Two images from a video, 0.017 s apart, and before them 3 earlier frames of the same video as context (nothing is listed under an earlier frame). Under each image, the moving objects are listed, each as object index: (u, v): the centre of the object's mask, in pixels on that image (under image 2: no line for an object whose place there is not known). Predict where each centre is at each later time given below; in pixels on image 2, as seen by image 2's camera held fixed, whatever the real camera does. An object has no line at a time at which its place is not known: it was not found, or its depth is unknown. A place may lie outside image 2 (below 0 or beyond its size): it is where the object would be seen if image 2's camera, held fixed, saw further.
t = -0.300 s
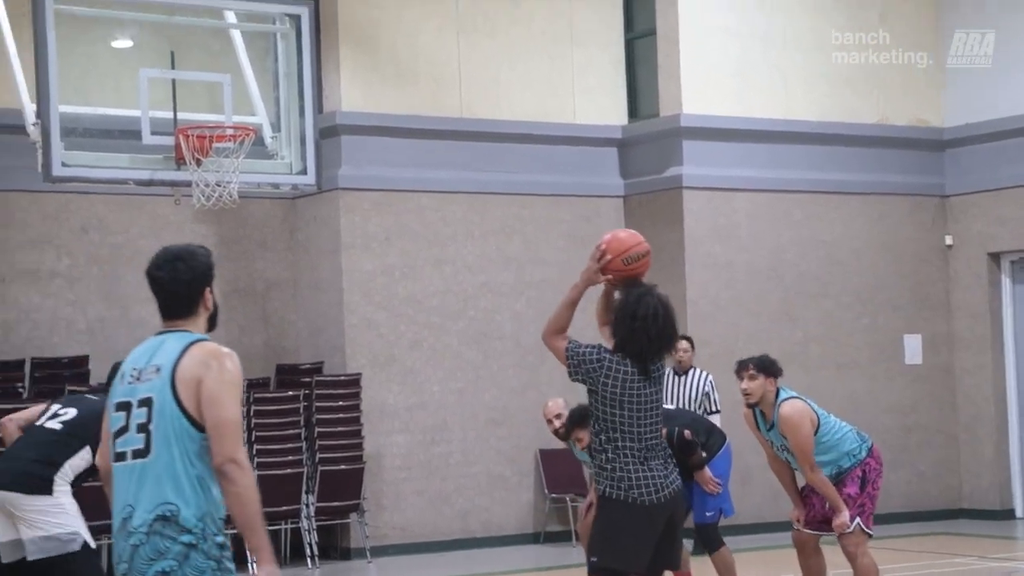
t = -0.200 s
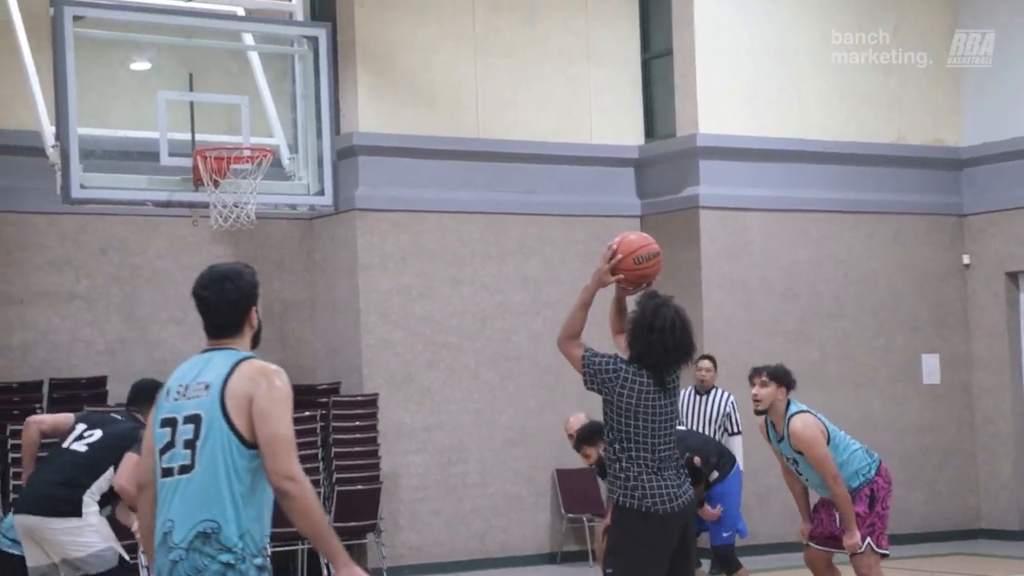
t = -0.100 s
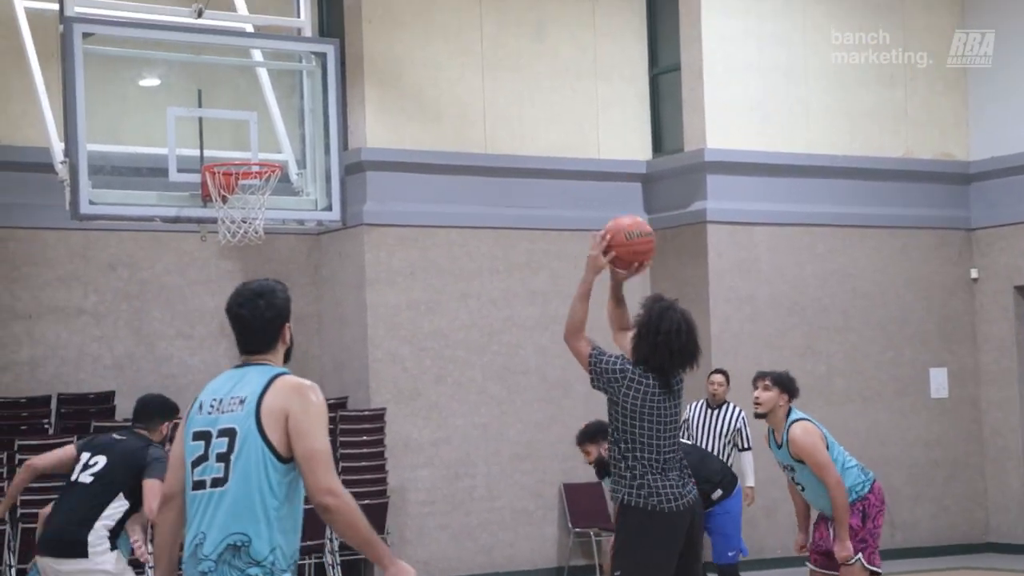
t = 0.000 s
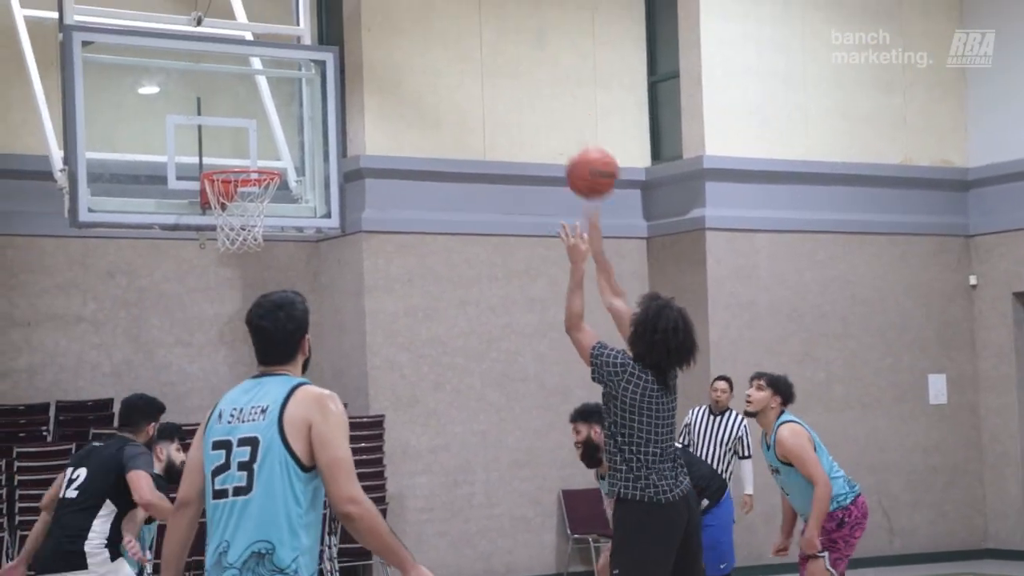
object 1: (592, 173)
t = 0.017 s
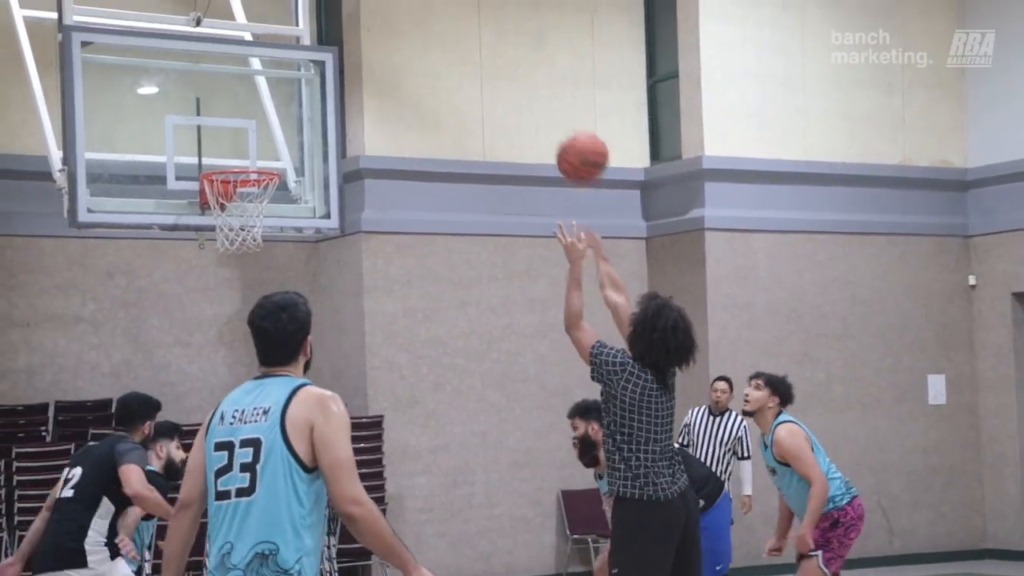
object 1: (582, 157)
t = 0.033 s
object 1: (574, 140)
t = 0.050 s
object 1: (565, 125)
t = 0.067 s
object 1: (557, 111)
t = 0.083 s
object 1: (549, 98)
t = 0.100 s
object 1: (539, 85)
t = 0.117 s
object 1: (531, 74)
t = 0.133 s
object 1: (523, 63)
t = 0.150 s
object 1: (515, 53)
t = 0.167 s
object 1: (507, 44)
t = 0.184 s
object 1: (497, 35)
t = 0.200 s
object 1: (488, 26)
